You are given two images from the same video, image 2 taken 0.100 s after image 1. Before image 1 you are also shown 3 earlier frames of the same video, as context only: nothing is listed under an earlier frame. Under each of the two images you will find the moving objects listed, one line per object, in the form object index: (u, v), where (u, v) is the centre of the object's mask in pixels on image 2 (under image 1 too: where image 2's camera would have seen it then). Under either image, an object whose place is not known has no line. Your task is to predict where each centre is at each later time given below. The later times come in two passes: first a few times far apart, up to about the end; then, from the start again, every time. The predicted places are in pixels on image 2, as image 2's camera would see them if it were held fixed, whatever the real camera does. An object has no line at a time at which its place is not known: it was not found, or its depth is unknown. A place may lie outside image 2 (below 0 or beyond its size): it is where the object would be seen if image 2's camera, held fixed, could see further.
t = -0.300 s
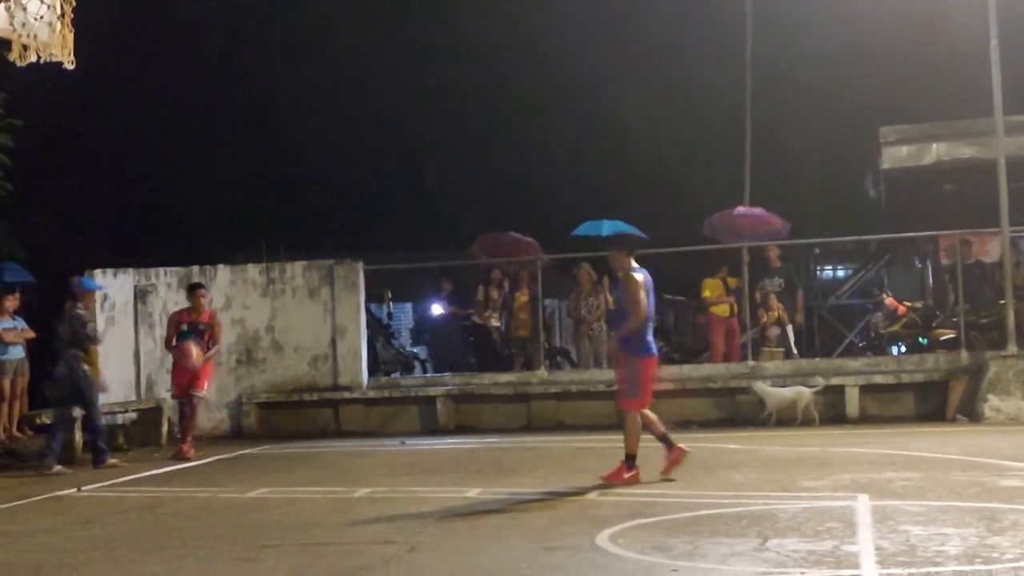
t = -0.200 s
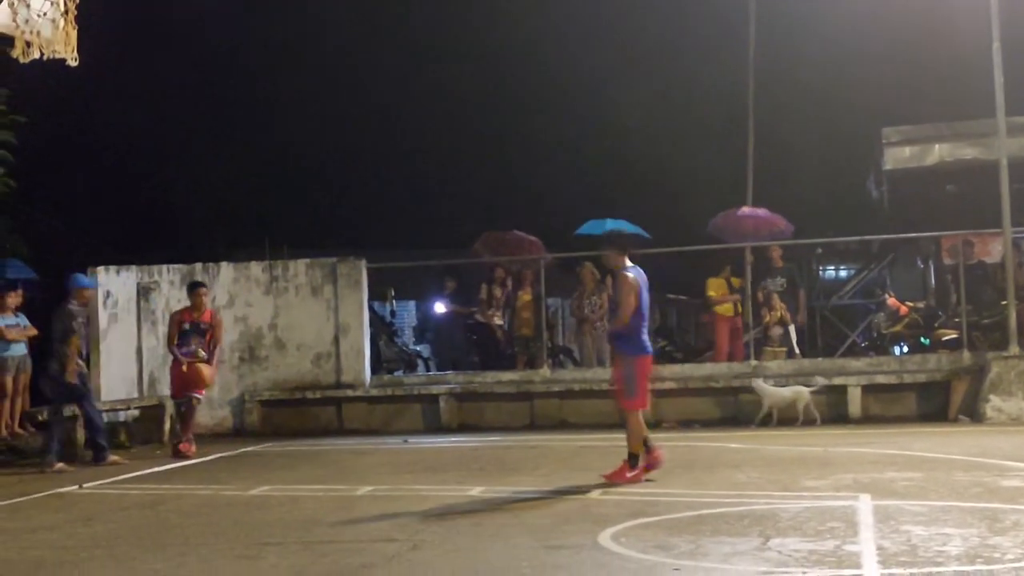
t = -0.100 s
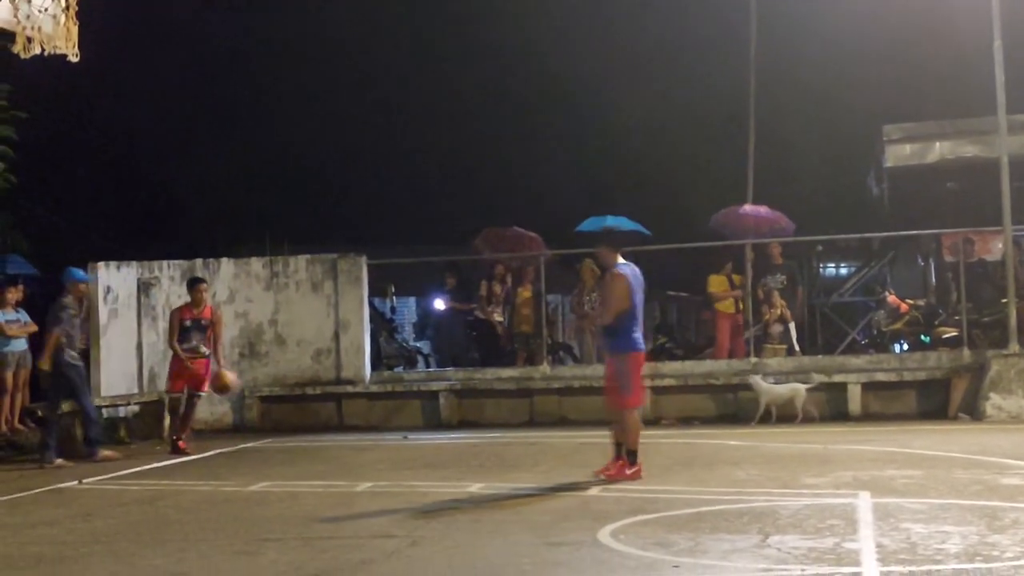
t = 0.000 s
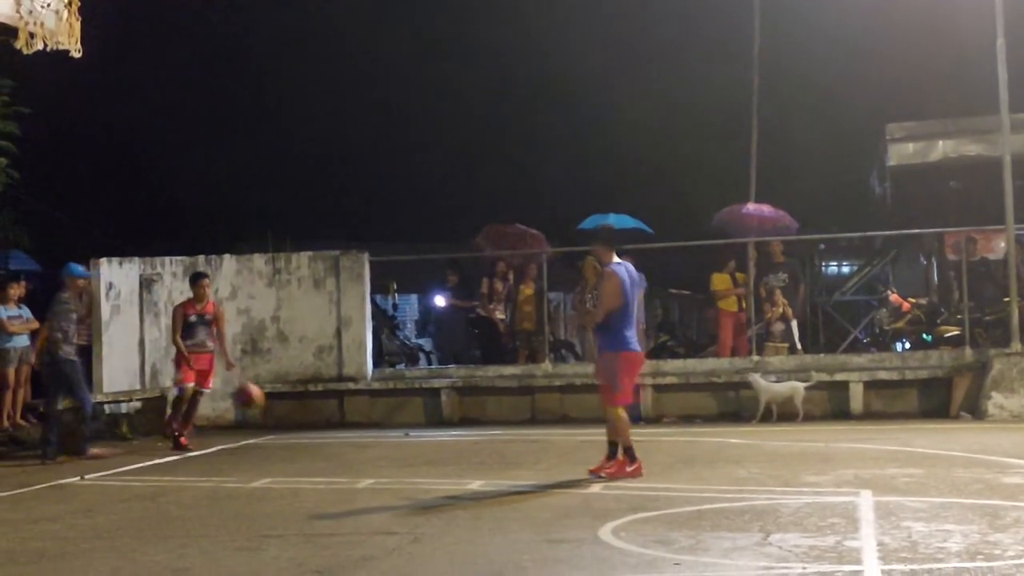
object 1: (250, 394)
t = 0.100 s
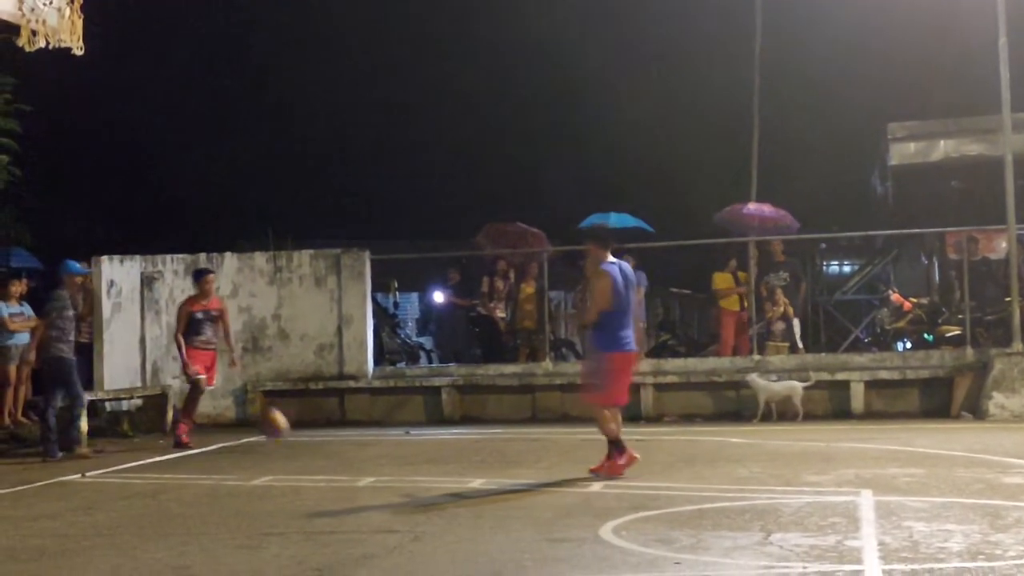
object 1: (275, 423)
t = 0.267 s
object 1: (309, 402)
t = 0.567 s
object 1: (364, 396)
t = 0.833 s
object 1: (421, 414)
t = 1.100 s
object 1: (476, 406)
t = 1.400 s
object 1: (547, 415)
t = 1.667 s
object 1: (611, 436)
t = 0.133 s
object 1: (281, 436)
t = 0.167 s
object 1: (290, 425)
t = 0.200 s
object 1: (295, 416)
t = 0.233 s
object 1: (302, 410)
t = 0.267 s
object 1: (309, 402)
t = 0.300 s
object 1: (314, 395)
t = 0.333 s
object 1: (320, 391)
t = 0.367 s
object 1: (326, 387)
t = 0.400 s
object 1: (332, 387)
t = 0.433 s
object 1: (340, 385)
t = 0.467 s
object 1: (345, 387)
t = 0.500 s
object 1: (351, 388)
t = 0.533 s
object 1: (356, 391)
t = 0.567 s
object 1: (364, 396)
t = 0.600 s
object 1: (373, 403)
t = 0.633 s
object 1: (380, 410)
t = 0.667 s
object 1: (386, 419)
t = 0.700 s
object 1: (391, 428)
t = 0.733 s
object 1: (398, 438)
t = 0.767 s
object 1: (406, 429)
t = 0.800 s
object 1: (413, 421)
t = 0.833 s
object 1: (421, 414)
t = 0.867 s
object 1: (427, 410)
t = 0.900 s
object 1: (434, 405)
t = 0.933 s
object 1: (438, 403)
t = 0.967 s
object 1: (448, 399)
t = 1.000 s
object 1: (455, 400)
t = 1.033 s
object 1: (459, 401)
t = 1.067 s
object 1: (464, 402)
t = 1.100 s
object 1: (476, 406)
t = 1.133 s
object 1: (484, 410)
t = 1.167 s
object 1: (492, 418)
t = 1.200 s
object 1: (499, 426)
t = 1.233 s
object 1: (506, 438)
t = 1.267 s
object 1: (514, 440)
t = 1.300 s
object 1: (521, 431)
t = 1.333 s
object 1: (529, 425)
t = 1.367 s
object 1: (539, 419)
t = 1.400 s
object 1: (547, 415)
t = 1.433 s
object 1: (554, 412)
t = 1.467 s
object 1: (561, 411)
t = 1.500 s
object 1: (569, 411)
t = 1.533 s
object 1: (578, 413)
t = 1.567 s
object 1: (586, 416)
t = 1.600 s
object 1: (595, 421)
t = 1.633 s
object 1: (603, 428)
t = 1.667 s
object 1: (611, 436)
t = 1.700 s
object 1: (620, 445)
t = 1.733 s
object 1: (629, 442)
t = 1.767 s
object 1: (638, 435)
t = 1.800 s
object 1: (647, 429)
